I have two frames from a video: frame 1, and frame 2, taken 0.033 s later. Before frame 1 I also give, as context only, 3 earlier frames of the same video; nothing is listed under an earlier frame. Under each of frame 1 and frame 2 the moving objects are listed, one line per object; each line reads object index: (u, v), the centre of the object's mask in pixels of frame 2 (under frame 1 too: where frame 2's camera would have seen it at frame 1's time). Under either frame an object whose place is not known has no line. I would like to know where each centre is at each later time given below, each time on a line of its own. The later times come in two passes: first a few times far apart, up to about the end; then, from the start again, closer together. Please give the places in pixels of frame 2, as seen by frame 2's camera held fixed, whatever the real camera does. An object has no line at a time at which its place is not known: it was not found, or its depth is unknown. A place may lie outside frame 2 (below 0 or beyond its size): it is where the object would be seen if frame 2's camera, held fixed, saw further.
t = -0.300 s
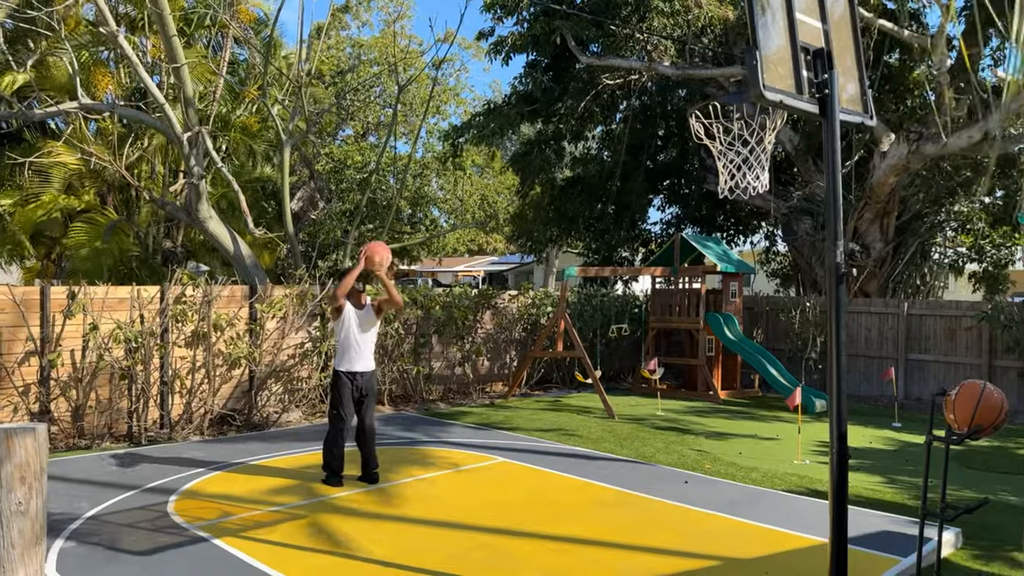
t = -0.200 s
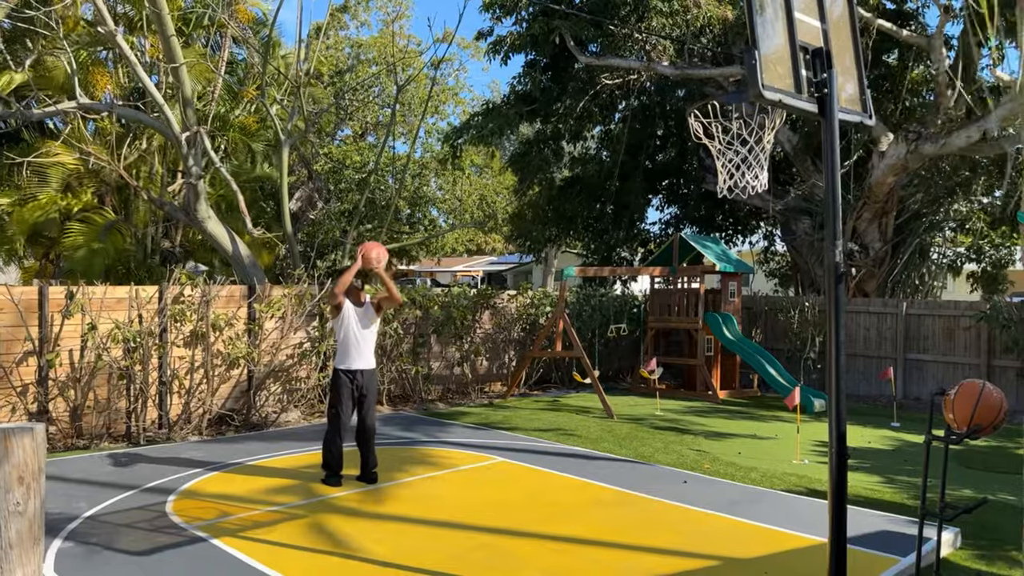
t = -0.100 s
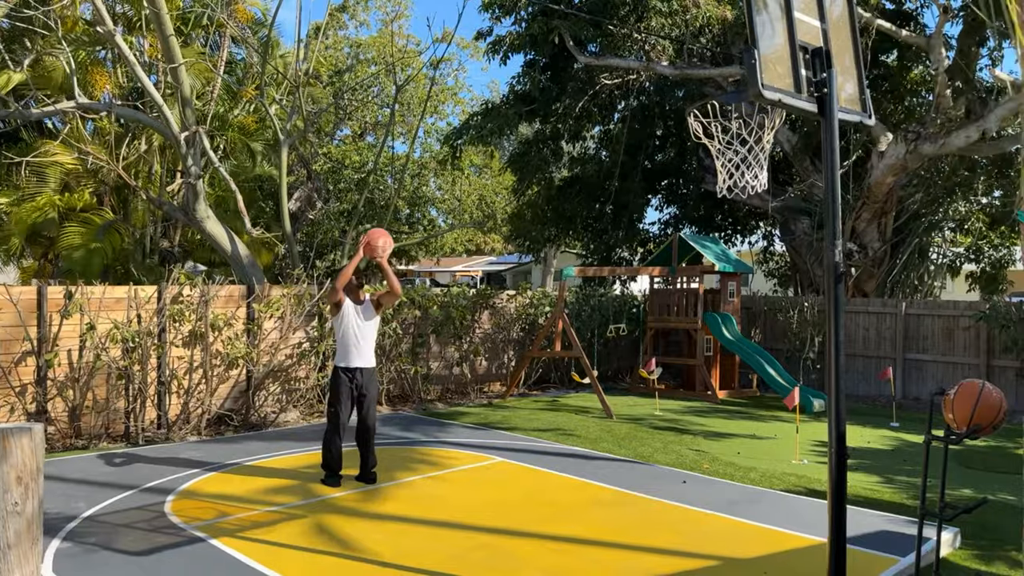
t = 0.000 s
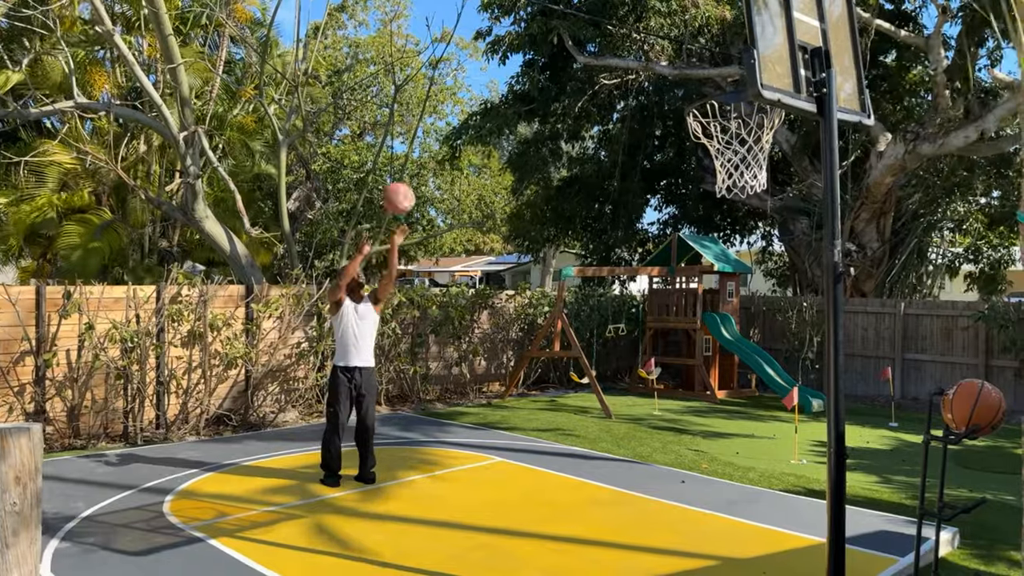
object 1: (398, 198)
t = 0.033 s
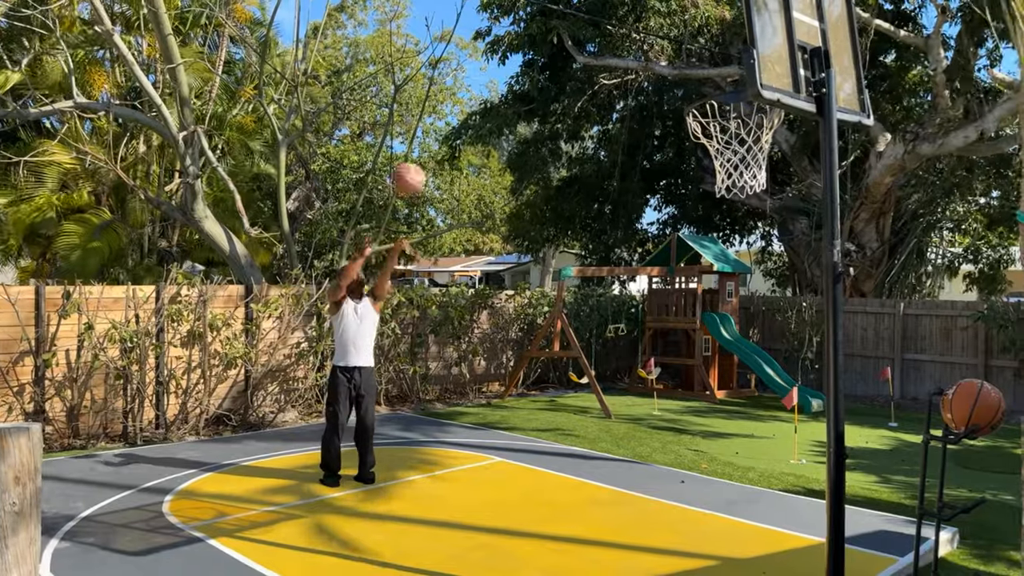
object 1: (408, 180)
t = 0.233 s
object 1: (478, 84)
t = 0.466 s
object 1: (578, 29)
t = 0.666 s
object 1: (685, 49)
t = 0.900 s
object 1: (729, 192)
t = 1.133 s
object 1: (677, 430)
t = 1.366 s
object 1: (616, 456)
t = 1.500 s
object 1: (584, 351)
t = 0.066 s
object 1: (420, 162)
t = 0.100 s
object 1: (431, 143)
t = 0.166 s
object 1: (453, 112)
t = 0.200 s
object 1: (465, 97)
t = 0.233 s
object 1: (478, 84)
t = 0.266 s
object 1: (490, 71)
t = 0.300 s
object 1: (503, 61)
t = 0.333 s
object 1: (517, 51)
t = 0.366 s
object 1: (532, 43)
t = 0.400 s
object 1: (546, 36)
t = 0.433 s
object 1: (562, 32)
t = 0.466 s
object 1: (578, 29)
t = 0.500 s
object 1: (593, 27)
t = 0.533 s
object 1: (611, 27)
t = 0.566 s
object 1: (628, 29)
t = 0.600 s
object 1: (647, 33)
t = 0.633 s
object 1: (665, 40)
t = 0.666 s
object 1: (685, 49)
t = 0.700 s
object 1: (704, 60)
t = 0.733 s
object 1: (722, 71)
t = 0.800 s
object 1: (756, 120)
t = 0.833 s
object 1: (748, 135)
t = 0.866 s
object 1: (738, 164)
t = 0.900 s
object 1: (729, 192)
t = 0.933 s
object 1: (721, 218)
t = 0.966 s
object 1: (713, 249)
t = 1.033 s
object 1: (697, 316)
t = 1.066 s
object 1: (691, 353)
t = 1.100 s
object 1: (684, 390)
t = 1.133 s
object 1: (677, 430)
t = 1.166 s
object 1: (668, 472)
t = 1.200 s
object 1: (660, 517)
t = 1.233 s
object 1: (652, 562)
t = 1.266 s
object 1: (642, 563)
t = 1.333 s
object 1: (625, 490)
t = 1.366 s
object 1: (616, 456)
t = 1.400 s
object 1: (609, 427)
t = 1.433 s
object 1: (600, 398)
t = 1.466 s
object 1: (593, 373)
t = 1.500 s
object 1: (584, 351)
